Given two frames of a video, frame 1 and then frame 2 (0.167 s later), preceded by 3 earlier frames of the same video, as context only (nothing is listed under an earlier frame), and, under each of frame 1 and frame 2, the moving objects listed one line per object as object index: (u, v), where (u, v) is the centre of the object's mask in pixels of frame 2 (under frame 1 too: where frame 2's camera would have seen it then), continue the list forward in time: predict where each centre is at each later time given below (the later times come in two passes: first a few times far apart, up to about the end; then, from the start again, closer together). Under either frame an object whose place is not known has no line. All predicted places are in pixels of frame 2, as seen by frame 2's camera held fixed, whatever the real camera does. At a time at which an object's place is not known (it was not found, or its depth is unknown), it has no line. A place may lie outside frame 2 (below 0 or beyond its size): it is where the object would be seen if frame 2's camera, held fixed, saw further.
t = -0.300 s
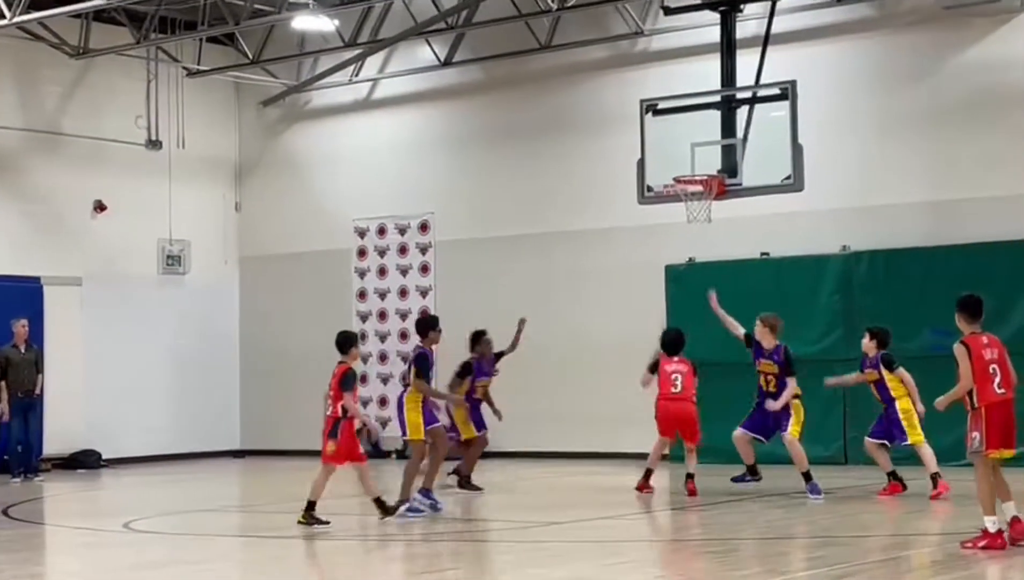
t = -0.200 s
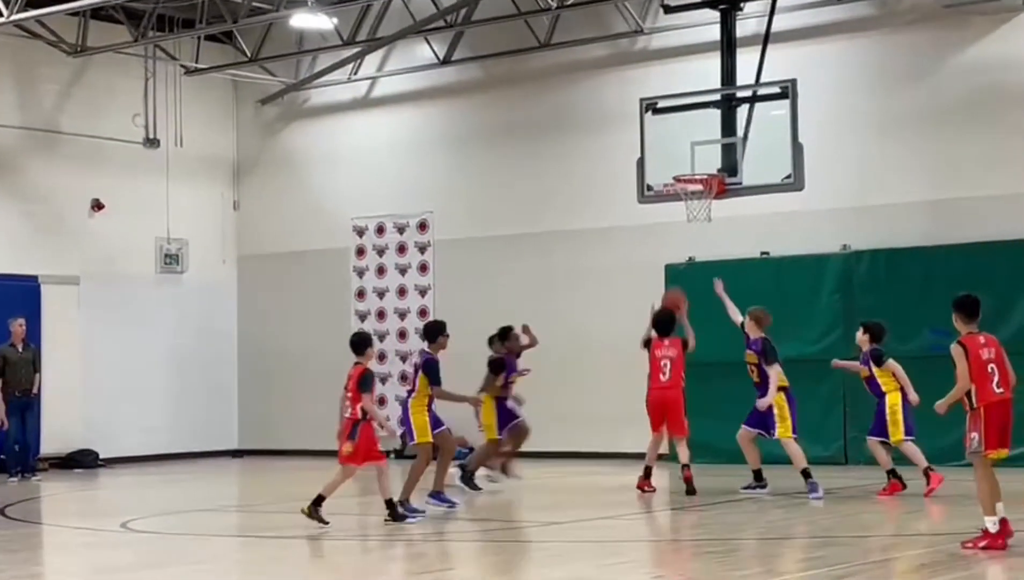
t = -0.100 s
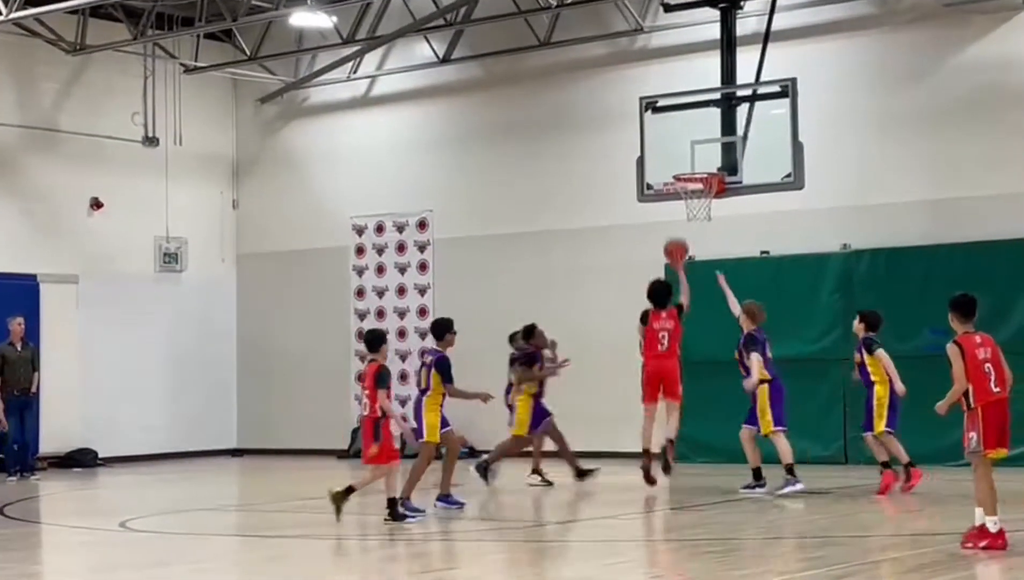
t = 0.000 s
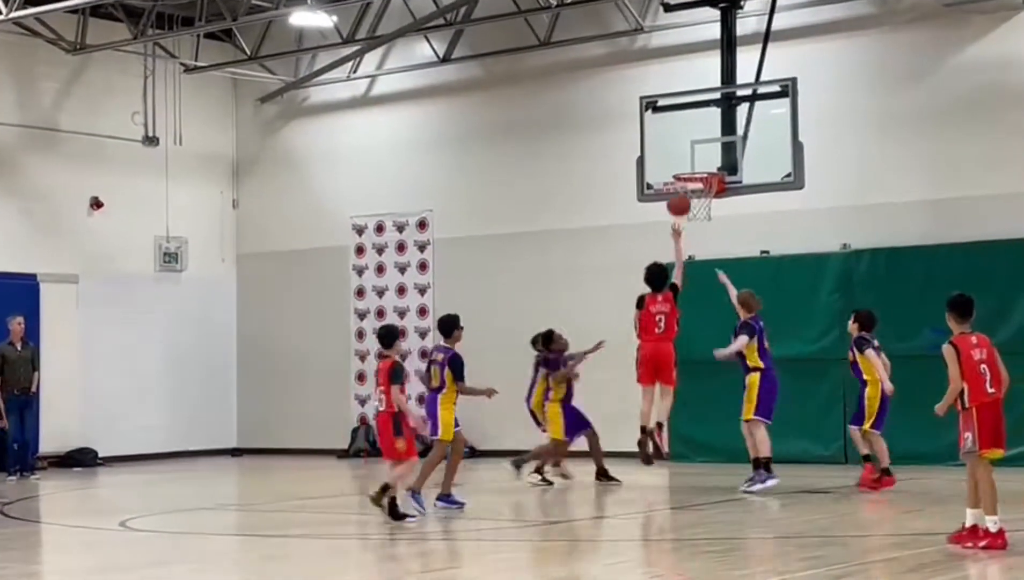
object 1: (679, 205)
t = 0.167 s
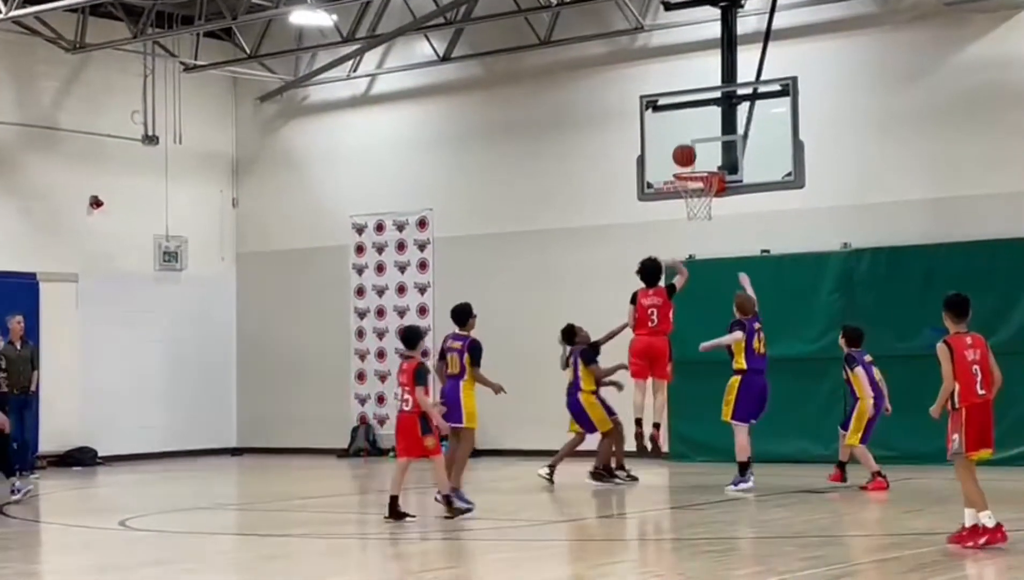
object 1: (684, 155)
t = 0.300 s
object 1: (688, 139)
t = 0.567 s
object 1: (698, 159)
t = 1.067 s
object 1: (698, 274)
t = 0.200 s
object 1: (685, 150)
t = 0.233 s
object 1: (686, 145)
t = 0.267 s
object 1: (687, 141)
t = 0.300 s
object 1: (688, 139)
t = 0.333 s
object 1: (690, 138)
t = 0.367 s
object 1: (691, 138)
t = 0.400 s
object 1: (692, 139)
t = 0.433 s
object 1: (693, 141)
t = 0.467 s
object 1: (694, 144)
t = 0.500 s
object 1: (695, 148)
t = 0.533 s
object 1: (697, 153)
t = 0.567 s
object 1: (698, 159)
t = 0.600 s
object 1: (699, 165)
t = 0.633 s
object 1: (699, 168)
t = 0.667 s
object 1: (697, 175)
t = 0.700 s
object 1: (695, 178)
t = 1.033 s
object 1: (697, 261)
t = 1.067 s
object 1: (698, 274)
